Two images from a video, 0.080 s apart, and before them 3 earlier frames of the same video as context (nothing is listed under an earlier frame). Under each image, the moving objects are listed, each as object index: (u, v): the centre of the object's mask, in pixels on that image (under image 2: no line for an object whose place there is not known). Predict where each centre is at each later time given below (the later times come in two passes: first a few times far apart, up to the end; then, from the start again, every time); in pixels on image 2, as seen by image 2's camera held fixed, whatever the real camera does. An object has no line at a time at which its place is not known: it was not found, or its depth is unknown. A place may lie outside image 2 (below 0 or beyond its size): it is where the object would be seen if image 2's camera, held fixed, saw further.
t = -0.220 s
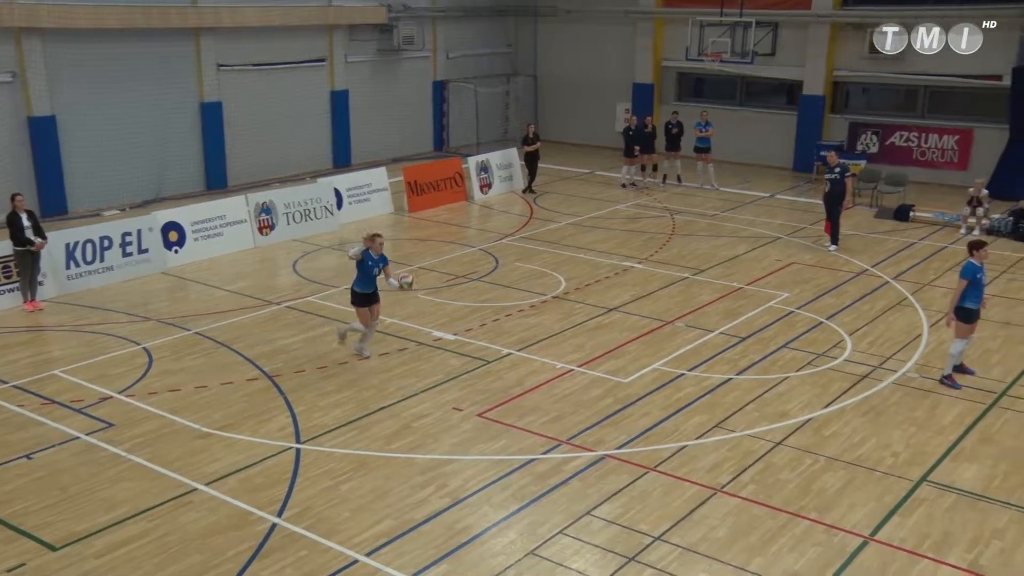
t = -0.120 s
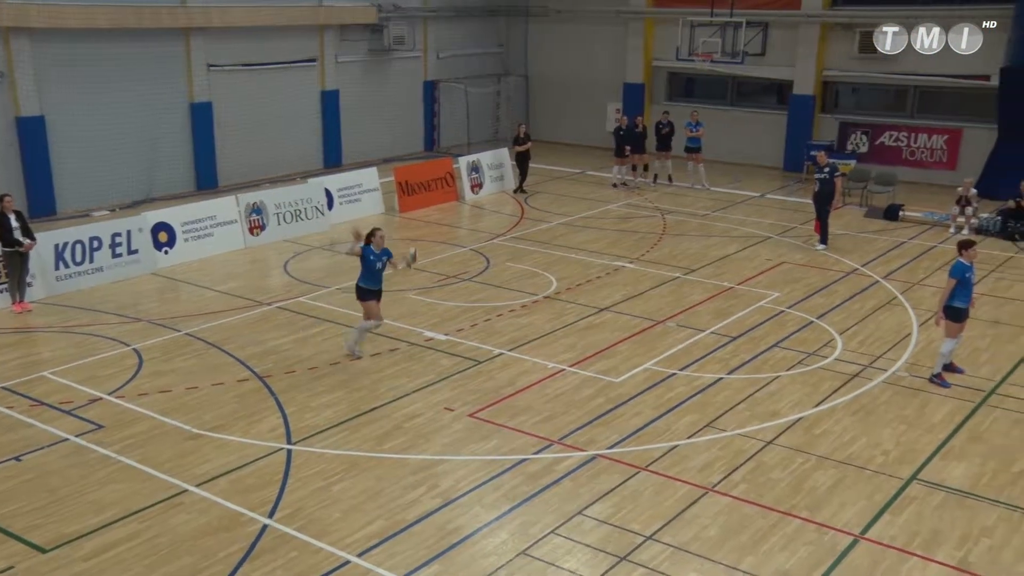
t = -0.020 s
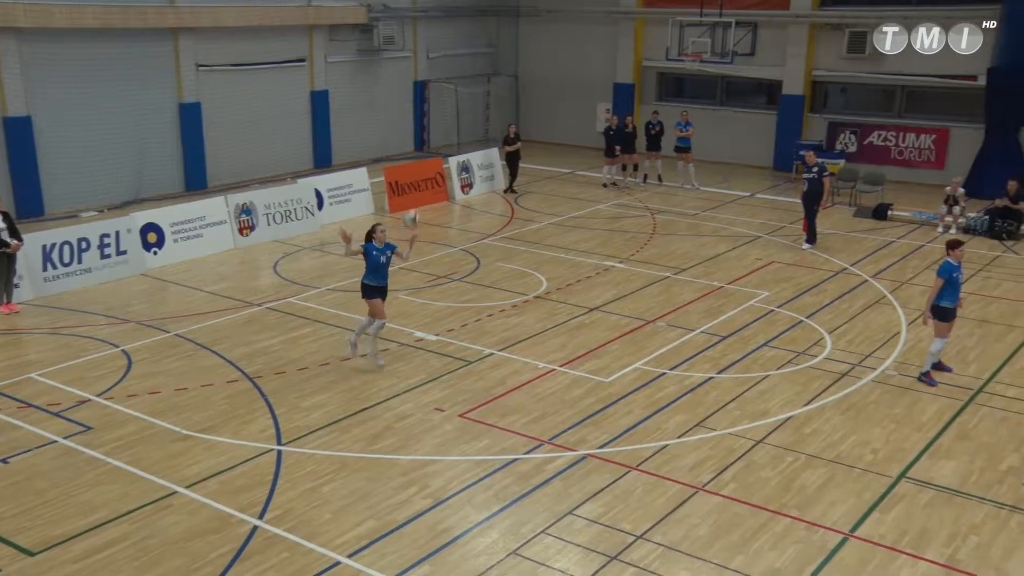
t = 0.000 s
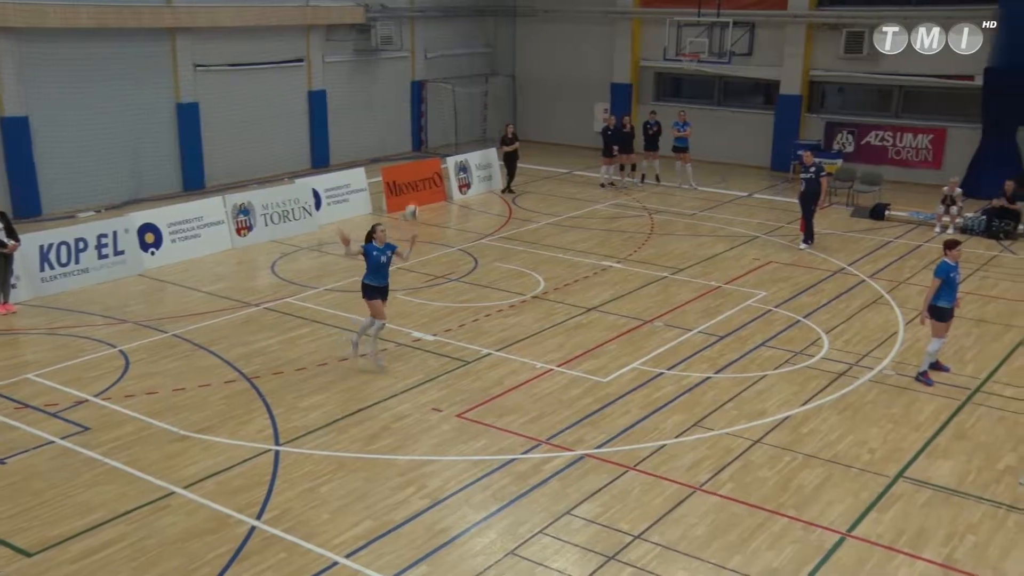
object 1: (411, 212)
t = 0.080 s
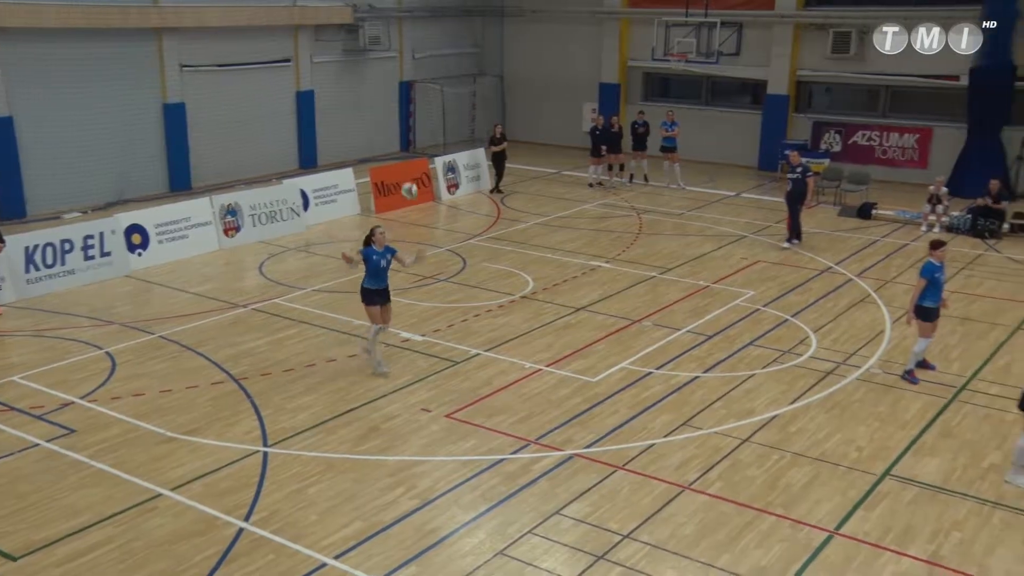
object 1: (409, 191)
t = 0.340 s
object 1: (438, 154)
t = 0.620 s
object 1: (471, 174)
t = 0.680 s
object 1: (477, 188)
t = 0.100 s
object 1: (411, 186)
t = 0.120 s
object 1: (414, 181)
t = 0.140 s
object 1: (416, 177)
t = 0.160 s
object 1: (418, 173)
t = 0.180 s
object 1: (419, 170)
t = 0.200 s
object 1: (423, 168)
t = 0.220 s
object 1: (424, 163)
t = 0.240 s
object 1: (425, 161)
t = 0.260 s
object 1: (429, 158)
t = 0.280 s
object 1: (431, 157)
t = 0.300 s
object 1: (433, 156)
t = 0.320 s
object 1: (435, 155)
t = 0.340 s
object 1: (438, 154)
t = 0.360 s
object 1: (440, 153)
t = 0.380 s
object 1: (442, 153)
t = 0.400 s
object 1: (445, 153)
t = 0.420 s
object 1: (448, 153)
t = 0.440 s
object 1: (451, 154)
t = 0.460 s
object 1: (453, 154)
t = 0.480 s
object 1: (455, 156)
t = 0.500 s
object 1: (457, 158)
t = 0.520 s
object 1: (459, 160)
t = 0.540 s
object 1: (462, 162)
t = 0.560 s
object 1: (465, 165)
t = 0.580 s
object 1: (467, 168)
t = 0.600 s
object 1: (468, 171)
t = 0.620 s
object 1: (471, 174)
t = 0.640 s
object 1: (472, 178)
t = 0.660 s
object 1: (475, 183)
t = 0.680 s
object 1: (477, 188)
